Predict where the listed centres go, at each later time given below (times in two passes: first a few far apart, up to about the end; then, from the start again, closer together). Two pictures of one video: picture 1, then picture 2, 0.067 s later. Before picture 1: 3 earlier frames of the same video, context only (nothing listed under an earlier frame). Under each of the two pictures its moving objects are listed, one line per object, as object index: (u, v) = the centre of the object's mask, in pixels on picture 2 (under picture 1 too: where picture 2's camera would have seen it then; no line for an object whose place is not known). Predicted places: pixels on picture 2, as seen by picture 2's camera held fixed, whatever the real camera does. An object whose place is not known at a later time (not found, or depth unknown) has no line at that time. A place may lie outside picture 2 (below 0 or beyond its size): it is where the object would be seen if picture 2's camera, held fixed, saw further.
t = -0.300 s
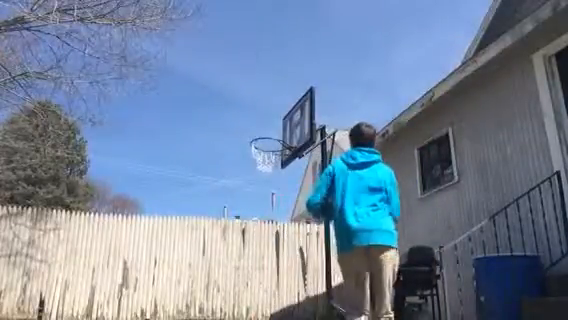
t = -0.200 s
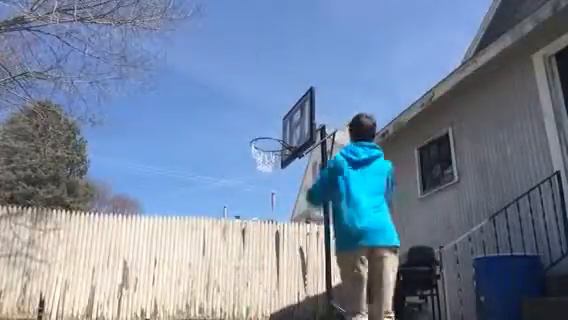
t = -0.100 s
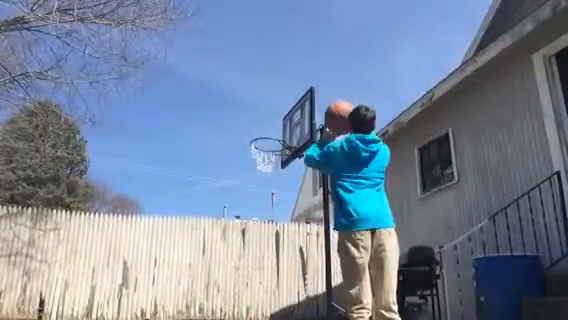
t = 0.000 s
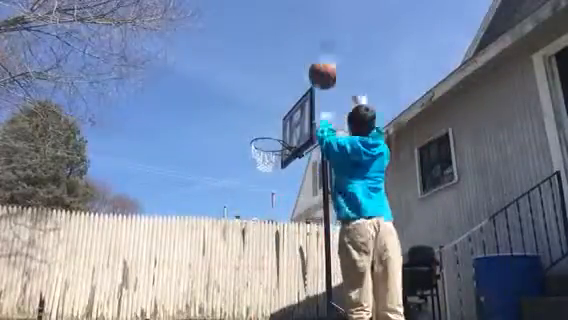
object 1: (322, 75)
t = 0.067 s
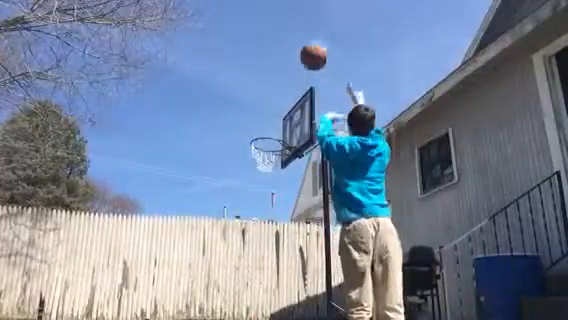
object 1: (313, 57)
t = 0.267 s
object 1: (291, 36)
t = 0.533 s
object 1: (271, 61)
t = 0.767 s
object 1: (257, 116)
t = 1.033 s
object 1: (249, 143)
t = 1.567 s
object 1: (244, 279)
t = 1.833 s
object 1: (239, 295)
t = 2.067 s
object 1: (237, 251)
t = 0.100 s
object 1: (308, 50)
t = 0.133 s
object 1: (305, 45)
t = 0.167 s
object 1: (301, 41)
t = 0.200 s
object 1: (298, 39)
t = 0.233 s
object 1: (295, 37)
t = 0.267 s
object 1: (291, 36)
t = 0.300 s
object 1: (289, 37)
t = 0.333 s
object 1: (286, 38)
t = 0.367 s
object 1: (283, 40)
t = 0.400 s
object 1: (280, 43)
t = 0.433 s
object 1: (278, 47)
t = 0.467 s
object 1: (276, 51)
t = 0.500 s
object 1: (273, 54)
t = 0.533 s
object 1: (271, 61)
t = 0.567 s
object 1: (269, 66)
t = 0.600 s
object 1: (266, 73)
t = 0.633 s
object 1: (265, 80)
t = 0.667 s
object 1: (263, 88)
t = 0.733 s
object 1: (258, 105)
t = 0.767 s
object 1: (257, 116)
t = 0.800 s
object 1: (254, 124)
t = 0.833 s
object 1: (250, 135)
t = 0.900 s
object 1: (251, 136)
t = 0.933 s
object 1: (250, 136)
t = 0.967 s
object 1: (250, 137)
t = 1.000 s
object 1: (249, 140)
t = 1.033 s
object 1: (249, 143)
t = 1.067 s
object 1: (249, 146)
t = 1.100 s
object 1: (250, 151)
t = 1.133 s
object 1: (248, 155)
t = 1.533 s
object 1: (246, 266)
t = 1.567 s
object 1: (244, 279)
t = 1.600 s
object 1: (243, 294)
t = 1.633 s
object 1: (242, 308)
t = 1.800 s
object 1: (240, 304)
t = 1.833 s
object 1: (239, 295)
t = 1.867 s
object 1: (239, 286)
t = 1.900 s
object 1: (239, 278)
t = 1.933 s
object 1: (238, 271)
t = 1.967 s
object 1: (237, 265)
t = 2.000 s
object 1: (237, 260)
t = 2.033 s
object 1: (237, 255)
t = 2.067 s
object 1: (237, 251)
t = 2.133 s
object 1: (235, 247)
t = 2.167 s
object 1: (235, 246)
